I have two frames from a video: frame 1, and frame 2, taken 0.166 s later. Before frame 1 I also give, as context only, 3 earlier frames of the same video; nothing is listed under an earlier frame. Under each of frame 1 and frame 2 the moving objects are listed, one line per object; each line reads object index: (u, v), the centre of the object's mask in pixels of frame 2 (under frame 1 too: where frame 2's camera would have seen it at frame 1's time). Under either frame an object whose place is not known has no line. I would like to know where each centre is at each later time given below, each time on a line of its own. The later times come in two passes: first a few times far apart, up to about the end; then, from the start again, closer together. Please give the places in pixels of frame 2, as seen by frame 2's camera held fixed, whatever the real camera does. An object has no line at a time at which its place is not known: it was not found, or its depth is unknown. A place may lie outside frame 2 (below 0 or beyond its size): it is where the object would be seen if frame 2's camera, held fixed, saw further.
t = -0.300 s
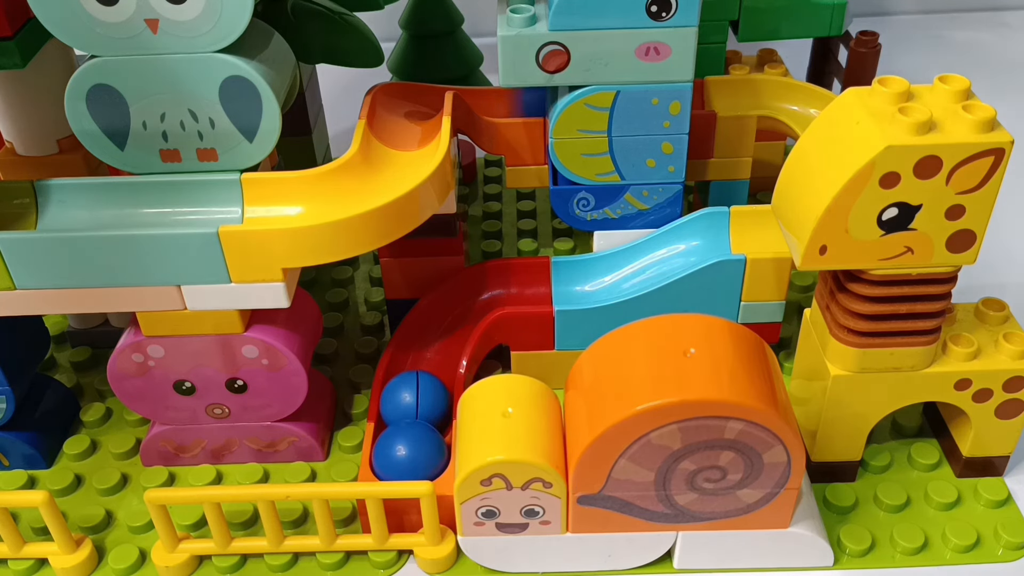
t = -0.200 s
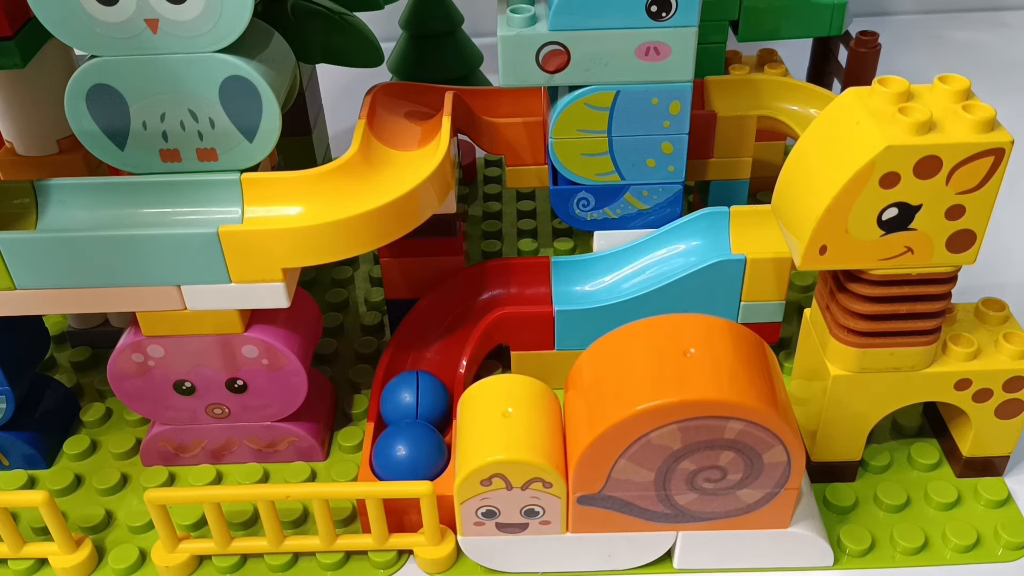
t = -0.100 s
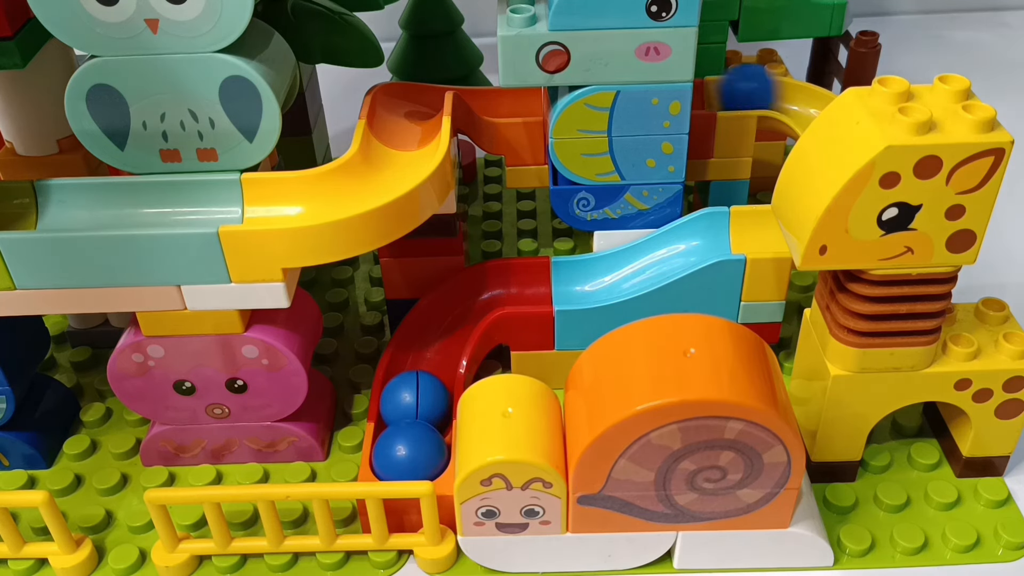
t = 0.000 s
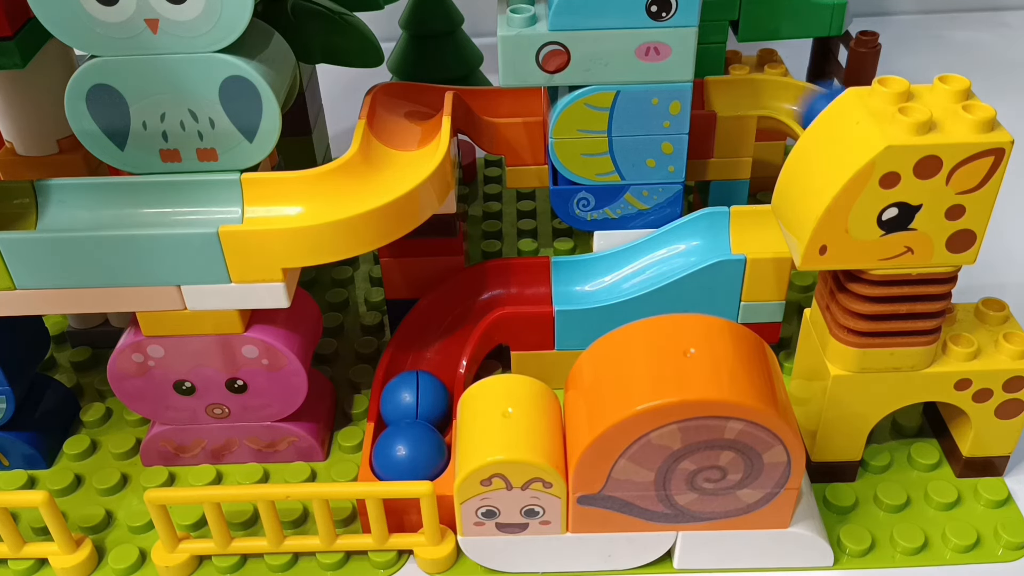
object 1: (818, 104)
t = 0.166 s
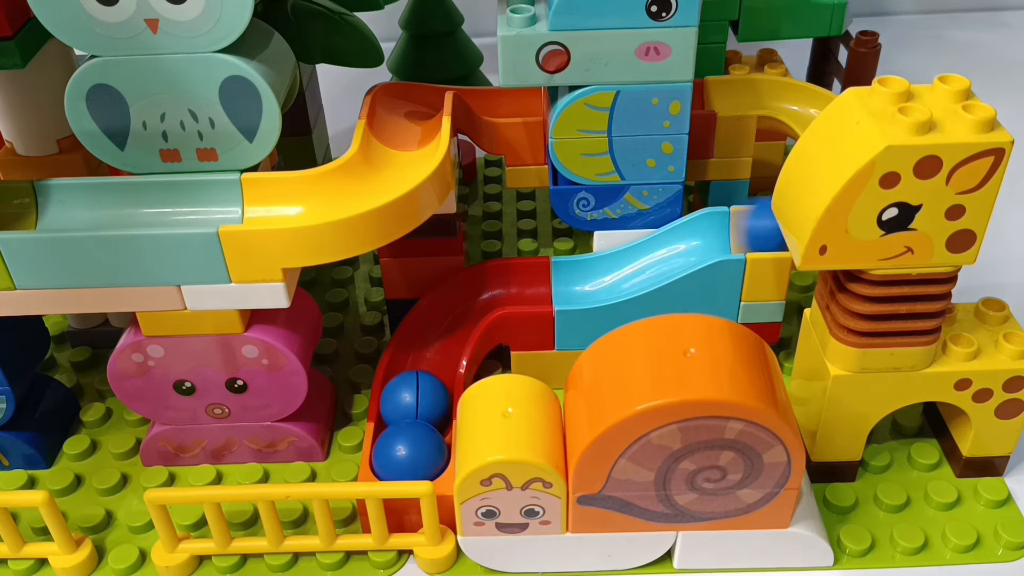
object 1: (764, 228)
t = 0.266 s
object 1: (619, 266)
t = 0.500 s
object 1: (427, 345)
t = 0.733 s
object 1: (427, 345)
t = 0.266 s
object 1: (619, 266)
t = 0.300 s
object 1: (555, 279)
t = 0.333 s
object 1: (499, 283)
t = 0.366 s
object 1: (454, 311)
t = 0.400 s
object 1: (427, 344)
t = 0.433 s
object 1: (426, 345)
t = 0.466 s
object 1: (426, 345)
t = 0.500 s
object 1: (427, 345)
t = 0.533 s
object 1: (427, 345)
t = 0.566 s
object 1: (427, 345)
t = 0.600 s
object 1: (427, 345)
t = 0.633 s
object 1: (427, 345)
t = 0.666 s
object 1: (427, 345)
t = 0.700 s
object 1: (427, 345)
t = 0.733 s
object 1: (427, 345)
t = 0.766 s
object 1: (427, 345)
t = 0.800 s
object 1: (427, 345)
